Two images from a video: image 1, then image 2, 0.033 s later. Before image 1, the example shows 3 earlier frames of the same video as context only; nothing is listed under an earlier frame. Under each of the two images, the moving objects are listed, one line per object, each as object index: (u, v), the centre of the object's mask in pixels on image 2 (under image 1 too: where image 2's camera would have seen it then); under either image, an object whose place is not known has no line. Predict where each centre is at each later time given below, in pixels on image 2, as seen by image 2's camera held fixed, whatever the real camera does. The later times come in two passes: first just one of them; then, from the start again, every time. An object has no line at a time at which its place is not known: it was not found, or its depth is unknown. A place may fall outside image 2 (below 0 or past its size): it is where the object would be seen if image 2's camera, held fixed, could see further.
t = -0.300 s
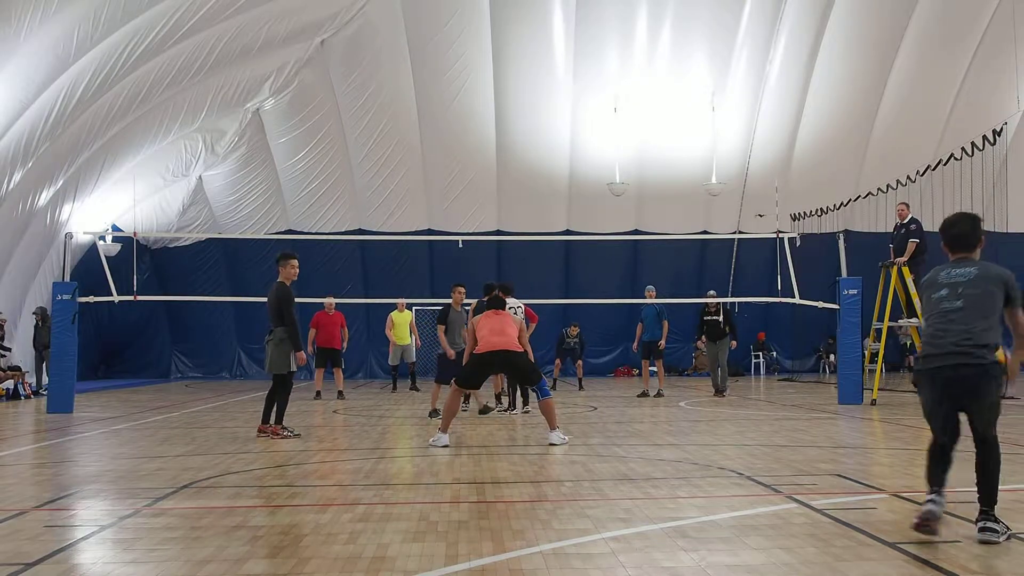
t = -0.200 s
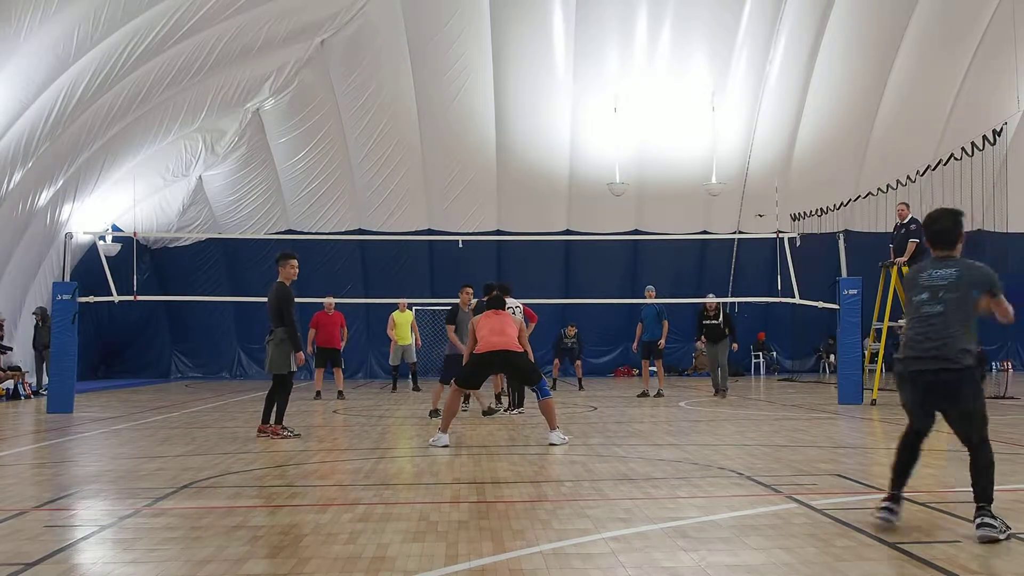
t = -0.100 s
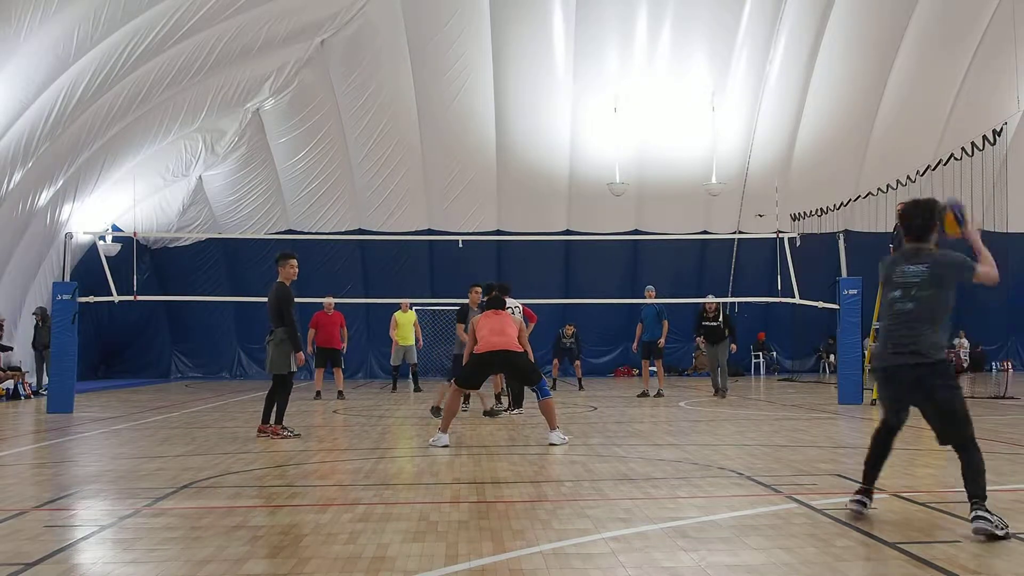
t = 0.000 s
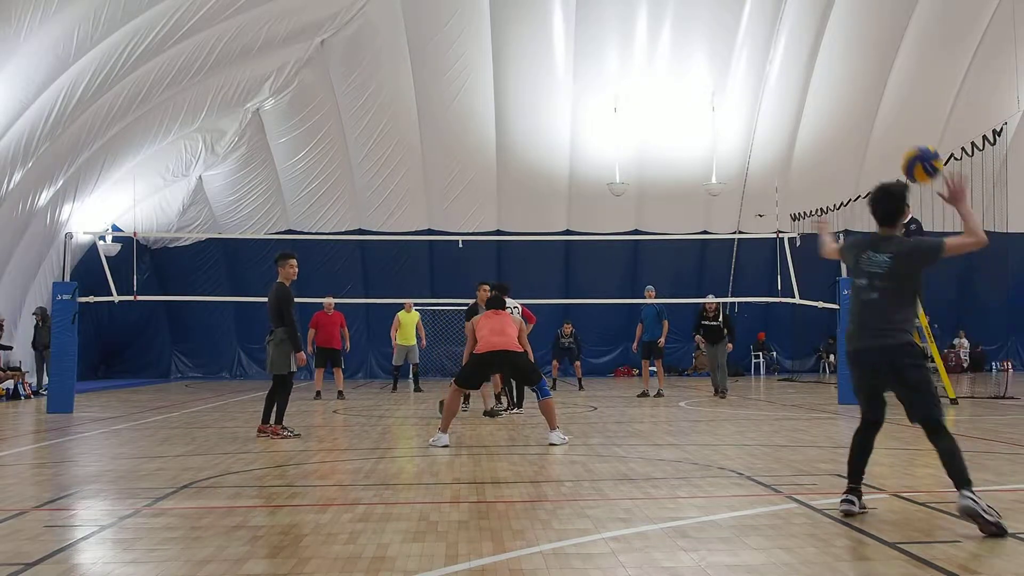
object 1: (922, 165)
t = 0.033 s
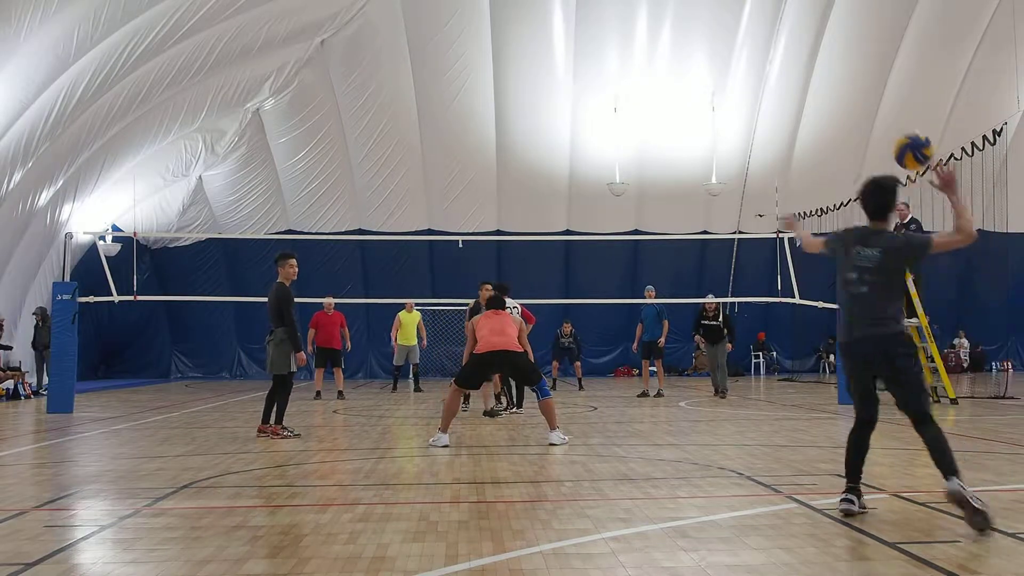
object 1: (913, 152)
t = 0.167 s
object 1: (881, 119)
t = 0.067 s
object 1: (905, 140)
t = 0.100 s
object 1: (897, 131)
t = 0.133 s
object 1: (889, 124)
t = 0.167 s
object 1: (881, 119)
